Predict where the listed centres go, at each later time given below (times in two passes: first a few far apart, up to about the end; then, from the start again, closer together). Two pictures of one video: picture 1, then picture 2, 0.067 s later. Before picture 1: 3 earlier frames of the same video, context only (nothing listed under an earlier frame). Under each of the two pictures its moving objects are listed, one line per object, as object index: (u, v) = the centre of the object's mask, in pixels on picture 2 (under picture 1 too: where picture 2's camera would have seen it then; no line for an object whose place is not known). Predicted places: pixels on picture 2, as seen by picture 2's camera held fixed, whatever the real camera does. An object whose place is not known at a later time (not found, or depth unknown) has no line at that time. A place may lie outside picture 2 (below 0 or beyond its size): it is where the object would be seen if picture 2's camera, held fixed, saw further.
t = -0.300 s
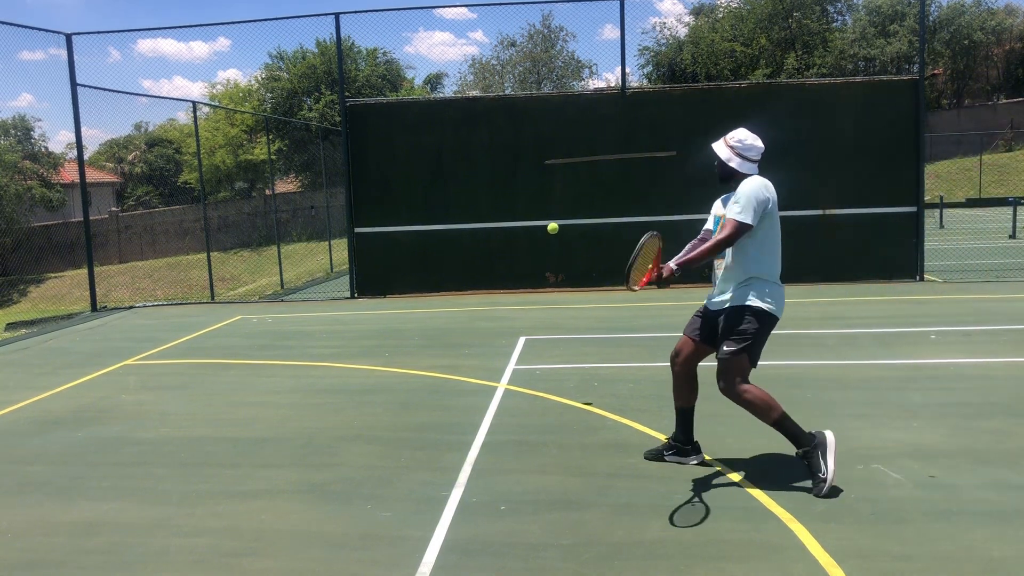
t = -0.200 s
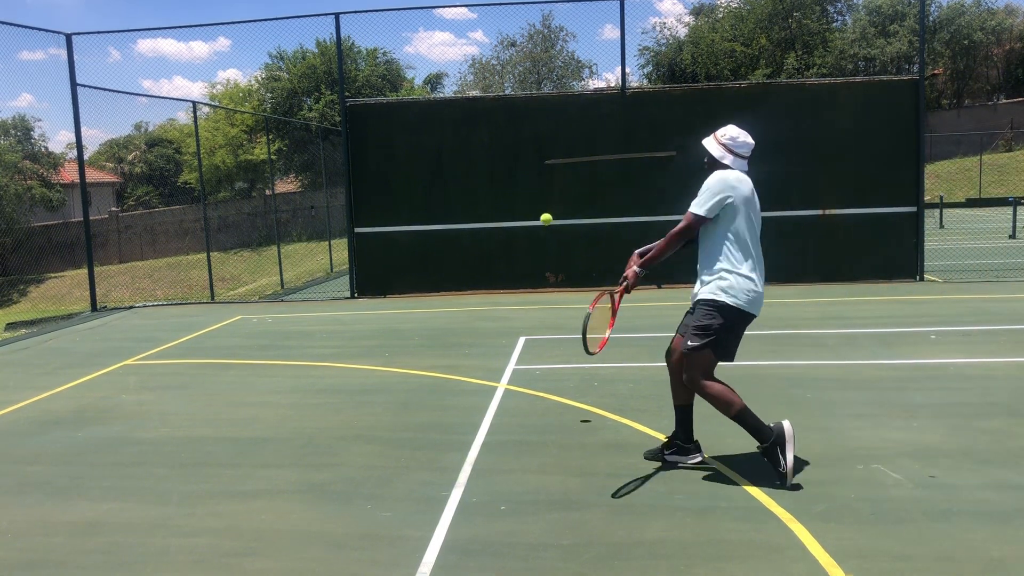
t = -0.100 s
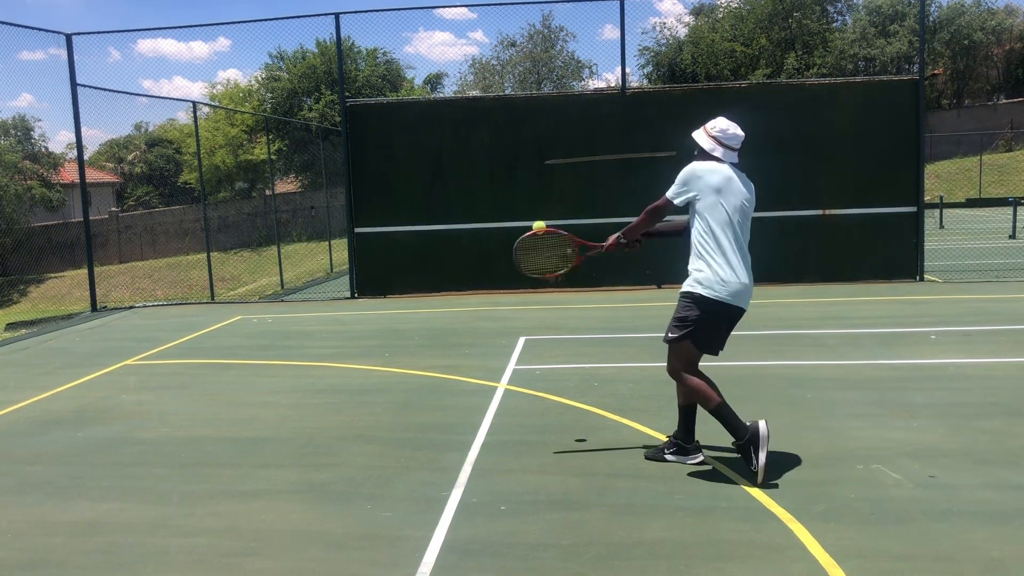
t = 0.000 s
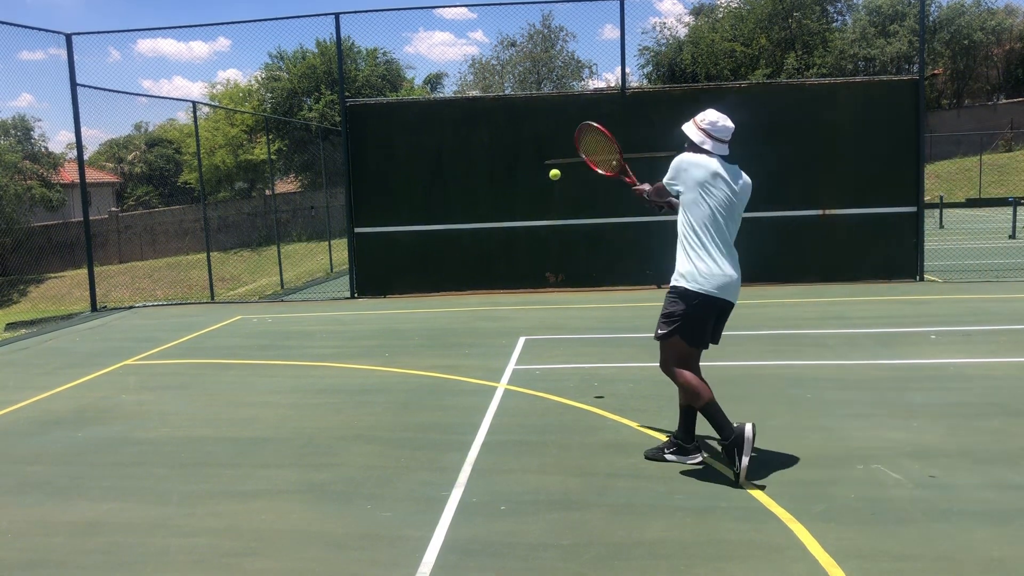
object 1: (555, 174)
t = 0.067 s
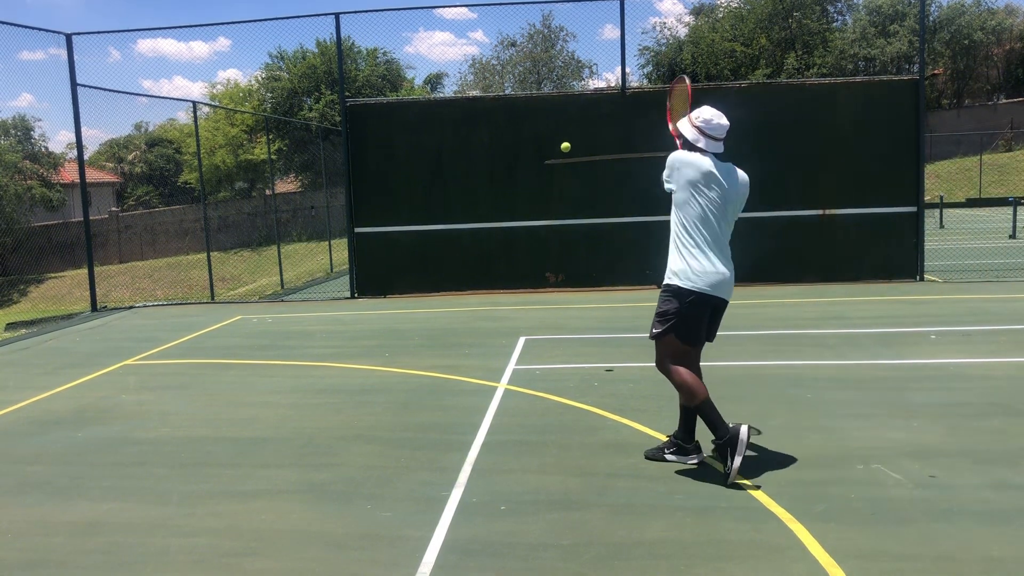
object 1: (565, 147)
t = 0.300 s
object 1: (588, 124)
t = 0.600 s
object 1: (603, 151)
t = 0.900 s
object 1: (625, 243)
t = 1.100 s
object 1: (646, 343)
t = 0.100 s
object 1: (570, 138)
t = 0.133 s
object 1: (574, 132)
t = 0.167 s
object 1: (577, 127)
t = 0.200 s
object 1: (580, 124)
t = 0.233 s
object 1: (583, 123)
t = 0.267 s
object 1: (586, 123)
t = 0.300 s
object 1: (588, 124)
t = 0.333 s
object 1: (590, 126)
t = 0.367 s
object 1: (592, 129)
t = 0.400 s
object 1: (594, 133)
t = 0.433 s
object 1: (596, 137)
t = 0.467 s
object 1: (597, 142)
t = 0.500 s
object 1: (598, 144)
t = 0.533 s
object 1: (600, 145)
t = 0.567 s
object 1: (602, 147)
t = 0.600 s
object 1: (603, 151)
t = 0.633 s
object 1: (605, 155)
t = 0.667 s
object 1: (607, 161)
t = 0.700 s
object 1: (610, 168)
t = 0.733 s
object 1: (612, 176)
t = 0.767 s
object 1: (614, 186)
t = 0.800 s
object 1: (617, 198)
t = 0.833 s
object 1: (619, 211)
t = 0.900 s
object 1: (625, 243)
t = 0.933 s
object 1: (629, 263)
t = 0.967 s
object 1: (632, 284)
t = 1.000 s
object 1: (636, 308)
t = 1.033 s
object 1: (640, 336)
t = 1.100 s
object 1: (646, 343)
